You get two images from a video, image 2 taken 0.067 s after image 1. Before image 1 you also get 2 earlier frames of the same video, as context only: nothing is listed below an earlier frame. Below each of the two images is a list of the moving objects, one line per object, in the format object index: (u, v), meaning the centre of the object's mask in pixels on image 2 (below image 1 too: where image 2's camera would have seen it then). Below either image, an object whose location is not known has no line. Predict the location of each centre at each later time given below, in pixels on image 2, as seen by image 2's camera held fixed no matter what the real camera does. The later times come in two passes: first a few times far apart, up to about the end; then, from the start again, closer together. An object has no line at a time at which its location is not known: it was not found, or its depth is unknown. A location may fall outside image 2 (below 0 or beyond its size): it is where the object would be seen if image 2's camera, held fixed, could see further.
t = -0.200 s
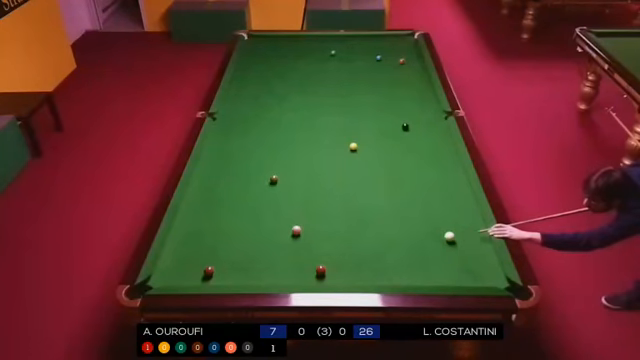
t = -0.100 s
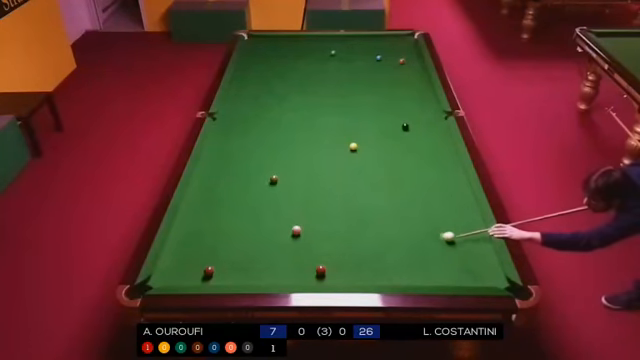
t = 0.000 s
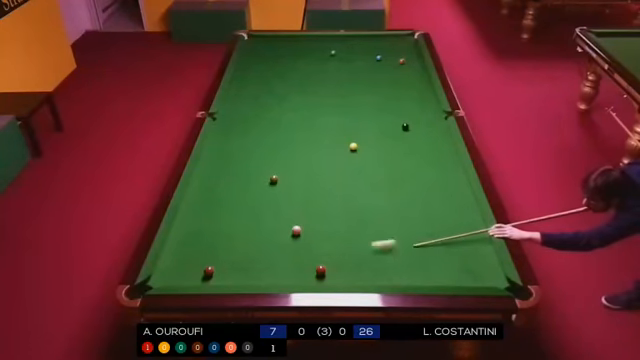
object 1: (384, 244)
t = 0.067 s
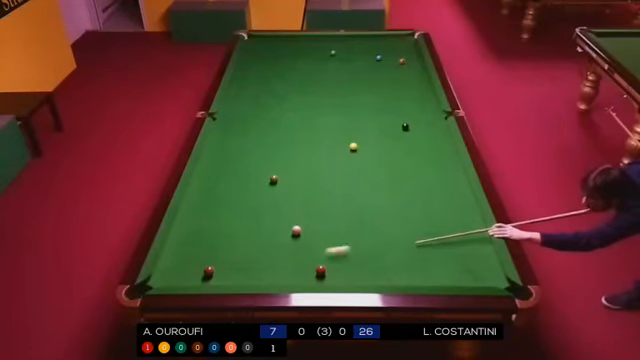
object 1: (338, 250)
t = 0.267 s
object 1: (218, 267)
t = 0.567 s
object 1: (211, 258)
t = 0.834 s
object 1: (207, 251)
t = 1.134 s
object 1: (202, 245)
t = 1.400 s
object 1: (199, 241)
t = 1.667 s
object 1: (196, 238)
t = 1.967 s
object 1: (194, 235)
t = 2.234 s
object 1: (192, 234)
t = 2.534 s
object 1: (191, 233)
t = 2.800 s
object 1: (191, 233)
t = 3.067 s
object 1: (191, 233)
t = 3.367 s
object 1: (191, 233)
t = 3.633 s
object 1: (191, 233)
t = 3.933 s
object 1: (191, 233)
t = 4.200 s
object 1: (191, 233)
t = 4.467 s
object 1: (191, 233)
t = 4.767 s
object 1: (191, 233)
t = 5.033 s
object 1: (191, 233)
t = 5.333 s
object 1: (191, 233)
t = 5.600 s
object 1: (191, 233)
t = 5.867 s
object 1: (191, 233)
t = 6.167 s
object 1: (191, 233)
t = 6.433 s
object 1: (191, 233)
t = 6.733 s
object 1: (191, 233)
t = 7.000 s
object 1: (191, 233)
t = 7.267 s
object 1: (191, 233)
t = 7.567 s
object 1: (191, 233)
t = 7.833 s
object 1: (191, 233)
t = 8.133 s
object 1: (191, 233)
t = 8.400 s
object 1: (191, 233)
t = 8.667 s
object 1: (191, 233)
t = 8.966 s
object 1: (191, 233)
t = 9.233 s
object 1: (191, 233)
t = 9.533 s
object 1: (191, 233)
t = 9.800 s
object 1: (191, 233)
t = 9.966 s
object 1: (191, 233)
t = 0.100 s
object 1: (316, 253)
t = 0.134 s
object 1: (293, 256)
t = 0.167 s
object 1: (272, 260)
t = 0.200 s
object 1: (251, 263)
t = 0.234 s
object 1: (228, 266)
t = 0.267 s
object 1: (218, 267)
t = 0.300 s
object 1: (217, 266)
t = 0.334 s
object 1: (216, 265)
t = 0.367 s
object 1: (216, 263)
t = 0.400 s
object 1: (215, 262)
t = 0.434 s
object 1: (214, 262)
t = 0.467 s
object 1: (213, 261)
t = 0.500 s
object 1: (213, 260)
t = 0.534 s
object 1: (212, 259)
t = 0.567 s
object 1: (211, 258)
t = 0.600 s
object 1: (211, 257)
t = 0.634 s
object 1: (210, 256)
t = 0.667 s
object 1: (210, 255)
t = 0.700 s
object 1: (209, 254)
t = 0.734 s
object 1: (208, 254)
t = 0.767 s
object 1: (208, 253)
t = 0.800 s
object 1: (207, 252)
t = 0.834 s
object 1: (207, 251)
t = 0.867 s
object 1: (206, 251)
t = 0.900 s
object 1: (206, 250)
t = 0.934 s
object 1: (205, 249)
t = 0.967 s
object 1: (204, 249)
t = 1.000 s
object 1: (204, 248)
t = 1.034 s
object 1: (203, 247)
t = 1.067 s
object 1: (203, 246)
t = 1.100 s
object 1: (203, 246)
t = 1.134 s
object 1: (202, 245)
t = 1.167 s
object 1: (202, 245)
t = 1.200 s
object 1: (201, 244)
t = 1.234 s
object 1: (201, 243)
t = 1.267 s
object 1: (200, 243)
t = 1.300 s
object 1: (200, 243)
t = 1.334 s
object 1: (199, 242)
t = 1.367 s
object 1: (199, 241)
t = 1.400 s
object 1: (199, 241)
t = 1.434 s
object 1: (198, 240)
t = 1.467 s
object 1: (198, 240)
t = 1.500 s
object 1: (198, 240)
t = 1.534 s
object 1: (197, 239)
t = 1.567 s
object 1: (197, 239)
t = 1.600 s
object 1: (197, 238)
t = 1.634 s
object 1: (196, 238)
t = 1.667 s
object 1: (196, 238)
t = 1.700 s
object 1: (196, 237)
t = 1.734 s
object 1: (196, 237)
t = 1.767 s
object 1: (195, 236)
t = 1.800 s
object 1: (195, 236)
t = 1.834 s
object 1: (195, 236)
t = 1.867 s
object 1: (194, 236)
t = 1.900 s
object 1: (194, 235)
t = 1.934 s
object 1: (194, 235)
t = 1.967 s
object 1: (194, 235)
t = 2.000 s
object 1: (193, 235)
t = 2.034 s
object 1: (193, 234)
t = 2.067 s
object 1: (193, 234)
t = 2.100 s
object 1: (193, 234)
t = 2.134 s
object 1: (192, 234)
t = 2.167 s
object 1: (192, 234)
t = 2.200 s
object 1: (192, 234)
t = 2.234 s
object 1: (192, 234)
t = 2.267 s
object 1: (192, 233)
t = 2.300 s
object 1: (192, 233)
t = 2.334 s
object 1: (192, 233)
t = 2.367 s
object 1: (192, 233)
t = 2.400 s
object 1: (191, 233)
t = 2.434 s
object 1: (191, 233)
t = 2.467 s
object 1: (191, 233)
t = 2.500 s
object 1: (191, 233)
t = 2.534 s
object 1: (191, 233)
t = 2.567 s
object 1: (191, 233)
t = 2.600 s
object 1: (191, 233)
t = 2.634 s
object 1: (191, 233)
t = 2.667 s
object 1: (191, 233)
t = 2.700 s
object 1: (191, 233)
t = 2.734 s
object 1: (191, 233)
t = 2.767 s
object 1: (191, 233)
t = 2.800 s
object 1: (191, 233)
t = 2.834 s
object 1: (191, 233)
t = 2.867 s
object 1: (191, 233)
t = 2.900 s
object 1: (192, 233)
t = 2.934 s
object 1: (192, 233)
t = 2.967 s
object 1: (191, 233)
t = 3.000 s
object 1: (191, 234)
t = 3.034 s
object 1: (191, 233)
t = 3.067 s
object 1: (191, 233)
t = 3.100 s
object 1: (191, 233)
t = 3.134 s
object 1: (191, 233)
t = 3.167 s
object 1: (191, 233)
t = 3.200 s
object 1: (191, 233)
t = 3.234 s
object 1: (191, 233)
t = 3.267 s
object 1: (191, 233)
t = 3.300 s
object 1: (191, 233)
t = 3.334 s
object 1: (191, 233)
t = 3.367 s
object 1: (191, 233)
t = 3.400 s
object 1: (191, 233)
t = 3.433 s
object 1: (191, 233)
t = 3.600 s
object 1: (193, 232)
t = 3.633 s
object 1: (191, 233)
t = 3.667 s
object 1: (191, 233)
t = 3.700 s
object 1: (191, 233)
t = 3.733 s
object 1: (191, 233)
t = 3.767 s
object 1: (191, 233)
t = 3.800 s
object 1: (191, 233)
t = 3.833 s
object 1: (191, 233)
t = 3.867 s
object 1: (191, 233)
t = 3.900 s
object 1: (191, 233)
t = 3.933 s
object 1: (191, 233)
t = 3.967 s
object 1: (191, 233)
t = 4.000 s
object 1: (191, 233)
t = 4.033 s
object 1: (191, 233)
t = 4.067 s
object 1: (191, 233)
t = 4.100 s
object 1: (191, 233)
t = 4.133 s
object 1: (191, 233)
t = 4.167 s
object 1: (191, 233)
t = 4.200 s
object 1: (191, 233)
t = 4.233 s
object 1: (191, 233)
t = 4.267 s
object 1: (191, 233)
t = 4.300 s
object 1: (191, 233)
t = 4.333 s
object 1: (191, 233)
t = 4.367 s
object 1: (191, 233)
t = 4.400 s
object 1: (191, 233)
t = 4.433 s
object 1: (191, 233)
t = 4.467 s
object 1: (191, 233)
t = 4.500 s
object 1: (191, 233)
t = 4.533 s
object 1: (191, 233)
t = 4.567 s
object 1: (191, 233)
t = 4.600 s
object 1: (191, 233)
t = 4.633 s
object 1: (191, 233)
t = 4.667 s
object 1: (191, 233)
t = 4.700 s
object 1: (191, 233)
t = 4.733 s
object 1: (191, 233)
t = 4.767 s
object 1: (191, 233)
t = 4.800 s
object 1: (191, 233)
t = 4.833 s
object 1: (191, 233)
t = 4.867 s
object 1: (191, 233)
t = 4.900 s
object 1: (191, 233)
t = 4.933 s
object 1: (191, 233)
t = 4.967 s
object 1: (191, 233)
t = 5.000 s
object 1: (191, 233)
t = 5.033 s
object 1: (191, 233)
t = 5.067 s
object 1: (191, 233)
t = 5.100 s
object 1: (191, 233)
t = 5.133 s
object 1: (191, 233)
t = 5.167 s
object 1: (191, 233)
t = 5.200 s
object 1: (191, 233)
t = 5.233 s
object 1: (191, 233)
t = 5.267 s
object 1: (191, 233)
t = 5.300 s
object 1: (191, 233)
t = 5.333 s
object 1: (191, 233)
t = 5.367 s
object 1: (191, 233)
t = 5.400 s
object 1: (191, 233)
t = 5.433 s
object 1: (191, 233)
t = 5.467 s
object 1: (191, 233)
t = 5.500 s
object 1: (191, 233)
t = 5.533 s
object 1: (191, 233)
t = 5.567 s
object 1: (191, 233)
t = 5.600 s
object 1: (191, 233)
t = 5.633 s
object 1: (191, 233)
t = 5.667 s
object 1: (191, 233)
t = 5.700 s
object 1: (191, 233)
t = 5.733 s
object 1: (191, 233)
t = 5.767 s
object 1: (191, 233)
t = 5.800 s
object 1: (191, 233)
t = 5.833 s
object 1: (191, 233)
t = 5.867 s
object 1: (191, 233)
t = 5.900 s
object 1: (191, 233)
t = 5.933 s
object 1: (191, 233)
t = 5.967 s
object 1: (191, 233)
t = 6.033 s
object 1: (191, 233)
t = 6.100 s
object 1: (191, 233)
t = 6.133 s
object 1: (191, 233)
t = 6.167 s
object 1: (191, 233)
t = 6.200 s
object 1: (191, 233)
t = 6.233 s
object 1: (191, 233)
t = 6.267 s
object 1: (191, 233)
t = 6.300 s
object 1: (191, 233)
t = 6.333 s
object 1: (191, 233)
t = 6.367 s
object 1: (191, 233)
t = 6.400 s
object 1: (191, 233)
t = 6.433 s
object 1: (191, 233)
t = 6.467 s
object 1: (191, 233)
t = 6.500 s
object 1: (191, 233)
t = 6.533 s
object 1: (191, 233)
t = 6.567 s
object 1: (191, 233)
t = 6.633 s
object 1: (191, 233)
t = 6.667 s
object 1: (191, 233)
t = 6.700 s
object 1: (191, 233)
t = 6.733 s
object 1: (191, 233)
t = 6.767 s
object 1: (191, 233)
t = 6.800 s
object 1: (191, 233)
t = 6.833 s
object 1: (191, 233)
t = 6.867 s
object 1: (191, 233)
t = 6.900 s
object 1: (191, 233)
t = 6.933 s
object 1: (191, 233)
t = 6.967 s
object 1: (191, 233)
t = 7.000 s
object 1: (191, 233)
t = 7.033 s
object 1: (191, 233)
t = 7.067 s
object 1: (191, 233)
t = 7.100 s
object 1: (191, 233)
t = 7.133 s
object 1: (191, 233)
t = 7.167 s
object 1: (191, 233)
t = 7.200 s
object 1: (191, 233)
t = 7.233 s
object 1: (191, 233)
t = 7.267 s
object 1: (191, 233)
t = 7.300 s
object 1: (191, 233)
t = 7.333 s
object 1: (191, 233)
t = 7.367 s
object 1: (191, 233)
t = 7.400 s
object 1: (191, 233)
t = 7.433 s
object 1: (191, 233)
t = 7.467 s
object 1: (191, 233)
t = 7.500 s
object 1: (191, 233)
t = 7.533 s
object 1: (191, 233)
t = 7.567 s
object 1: (191, 233)
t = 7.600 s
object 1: (191, 233)
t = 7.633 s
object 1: (191, 233)
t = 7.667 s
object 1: (191, 233)
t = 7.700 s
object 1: (191, 233)
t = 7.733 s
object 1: (191, 233)
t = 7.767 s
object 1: (191, 233)
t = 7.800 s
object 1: (191, 233)
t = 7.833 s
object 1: (191, 233)
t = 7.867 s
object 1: (191, 233)
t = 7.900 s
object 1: (191, 233)
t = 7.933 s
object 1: (191, 233)
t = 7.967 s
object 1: (191, 233)
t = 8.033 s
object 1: (191, 233)
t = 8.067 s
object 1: (191, 233)
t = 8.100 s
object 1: (191, 233)
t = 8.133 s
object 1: (191, 233)
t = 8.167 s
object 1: (191, 233)
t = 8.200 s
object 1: (191, 233)
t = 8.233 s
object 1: (191, 233)
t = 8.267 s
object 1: (191, 233)
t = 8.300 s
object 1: (191, 233)
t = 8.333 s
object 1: (191, 233)
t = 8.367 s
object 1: (191, 233)
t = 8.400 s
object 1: (191, 233)
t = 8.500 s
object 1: (191, 233)
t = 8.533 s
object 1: (191, 233)
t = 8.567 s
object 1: (191, 233)
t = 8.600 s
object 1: (191, 233)
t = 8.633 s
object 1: (191, 233)
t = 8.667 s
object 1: (191, 233)
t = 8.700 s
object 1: (191, 233)
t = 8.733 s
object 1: (191, 233)
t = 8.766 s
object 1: (191, 233)
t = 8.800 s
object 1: (191, 233)
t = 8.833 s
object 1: (191, 233)
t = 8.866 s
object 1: (191, 233)
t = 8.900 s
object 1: (191, 233)
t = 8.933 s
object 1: (191, 233)
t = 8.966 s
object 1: (191, 233)
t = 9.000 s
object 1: (191, 233)
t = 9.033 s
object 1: (191, 233)
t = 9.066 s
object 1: (191, 233)
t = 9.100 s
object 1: (191, 233)
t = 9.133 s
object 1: (191, 233)
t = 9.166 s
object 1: (191, 233)
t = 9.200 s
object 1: (191, 233)
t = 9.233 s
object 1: (191, 233)
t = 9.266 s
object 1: (191, 233)
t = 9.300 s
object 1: (191, 233)
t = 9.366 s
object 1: (191, 233)
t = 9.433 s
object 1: (191, 233)
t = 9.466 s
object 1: (191, 233)
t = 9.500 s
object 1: (191, 233)
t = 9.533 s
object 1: (191, 233)
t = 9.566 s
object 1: (191, 233)
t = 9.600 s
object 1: (191, 233)
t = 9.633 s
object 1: (191, 233)
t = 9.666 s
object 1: (191, 233)
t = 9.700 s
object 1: (191, 233)
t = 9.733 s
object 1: (191, 233)
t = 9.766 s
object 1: (191, 233)
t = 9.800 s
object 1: (191, 233)
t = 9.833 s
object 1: (191, 233)
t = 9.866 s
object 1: (191, 233)
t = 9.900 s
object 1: (191, 233)
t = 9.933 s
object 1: (191, 233)
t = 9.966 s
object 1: (191, 233)
